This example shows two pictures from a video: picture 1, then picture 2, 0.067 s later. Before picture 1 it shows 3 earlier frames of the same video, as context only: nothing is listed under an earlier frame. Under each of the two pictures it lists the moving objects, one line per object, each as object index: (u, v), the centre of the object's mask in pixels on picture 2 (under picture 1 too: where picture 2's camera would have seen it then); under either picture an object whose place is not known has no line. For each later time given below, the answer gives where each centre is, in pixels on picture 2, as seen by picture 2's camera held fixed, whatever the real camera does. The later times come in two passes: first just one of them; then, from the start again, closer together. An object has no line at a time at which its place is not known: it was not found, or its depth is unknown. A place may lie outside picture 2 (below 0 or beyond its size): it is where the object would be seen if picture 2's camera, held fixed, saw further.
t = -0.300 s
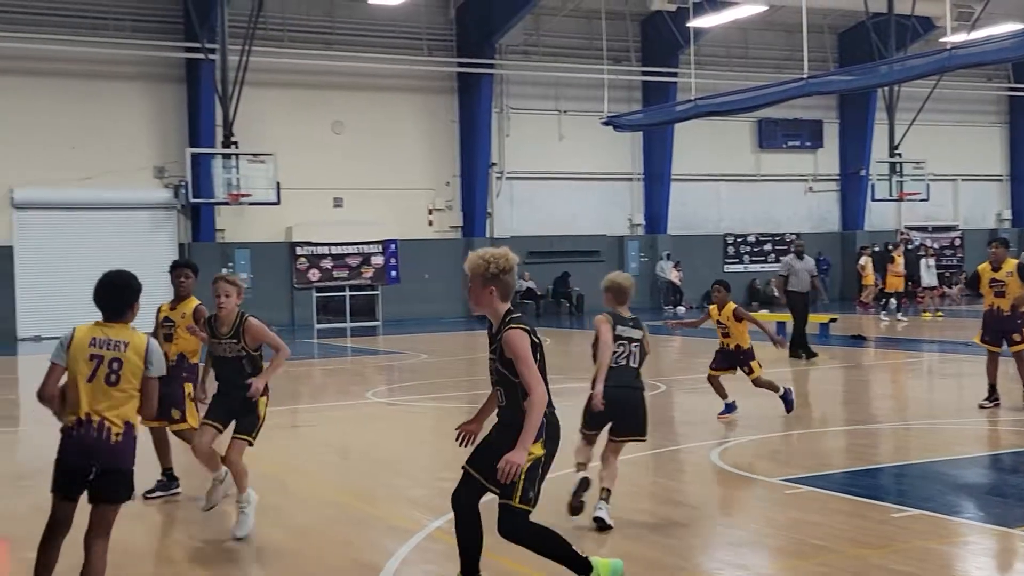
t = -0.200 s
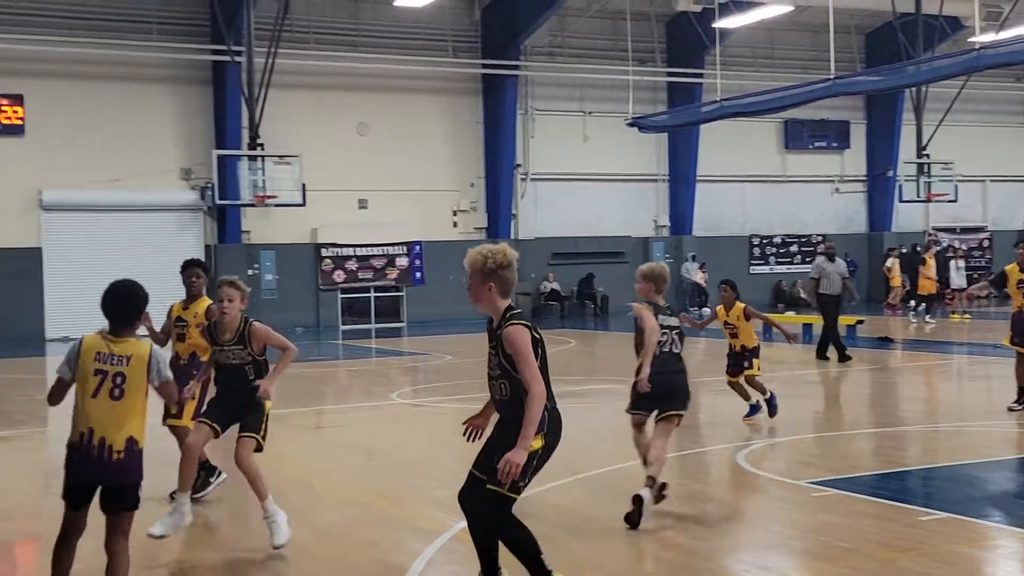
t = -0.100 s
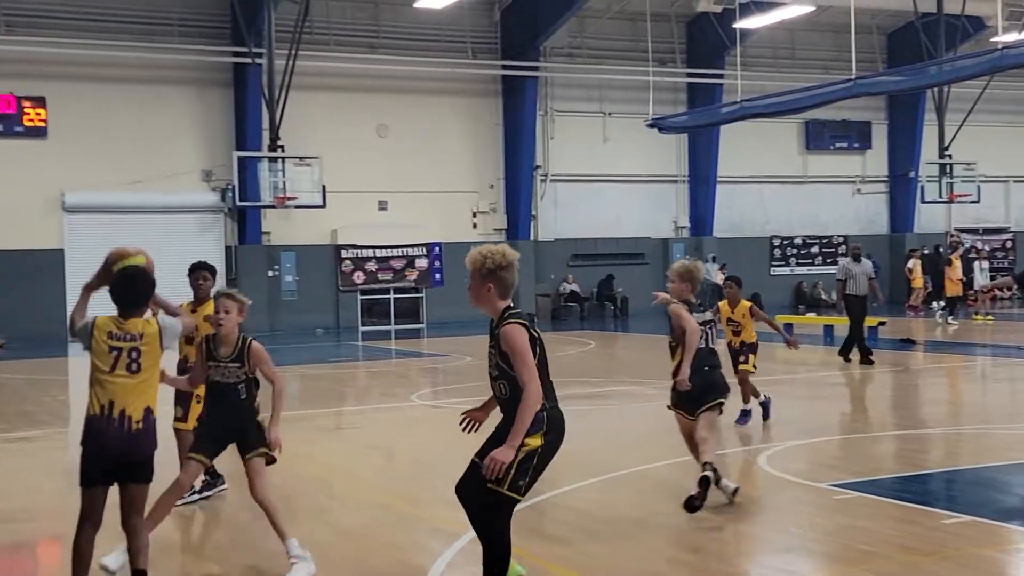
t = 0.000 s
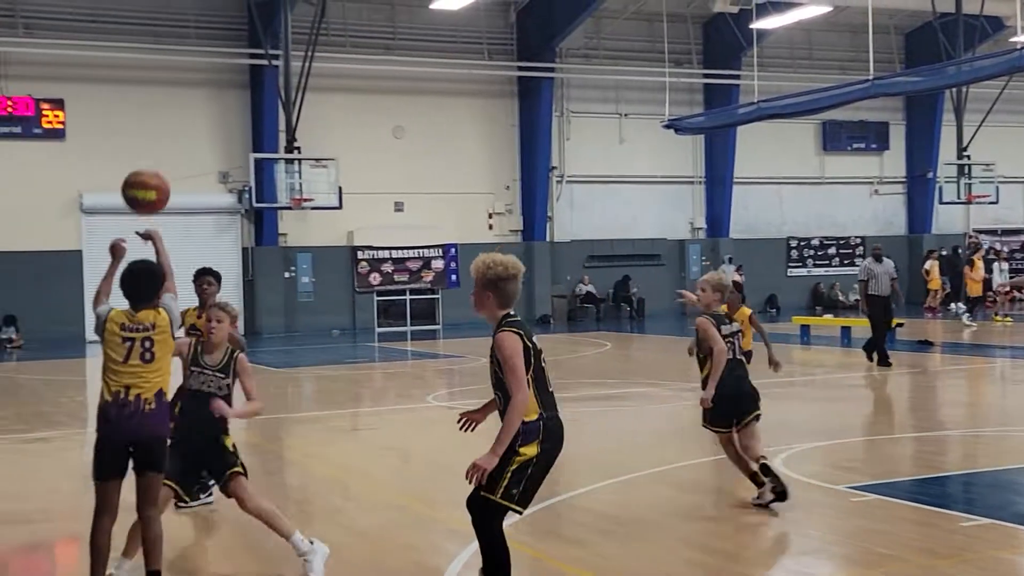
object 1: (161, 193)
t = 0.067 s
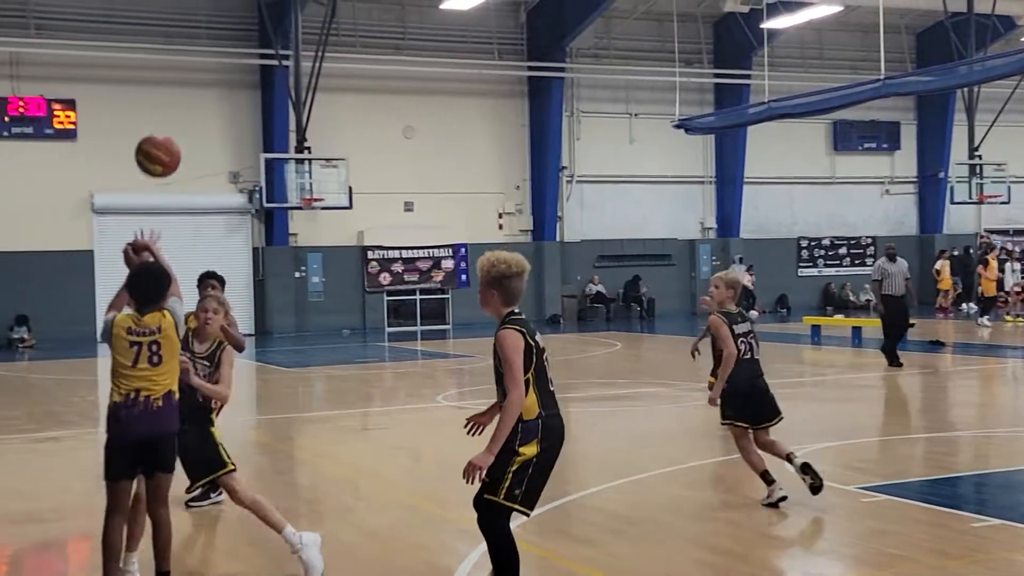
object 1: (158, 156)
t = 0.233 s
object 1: (156, 112)
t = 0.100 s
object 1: (158, 142)
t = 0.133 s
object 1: (157, 131)
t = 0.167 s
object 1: (156, 122)
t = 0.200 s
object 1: (156, 115)
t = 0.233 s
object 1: (156, 112)
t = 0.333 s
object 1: (158, 111)
